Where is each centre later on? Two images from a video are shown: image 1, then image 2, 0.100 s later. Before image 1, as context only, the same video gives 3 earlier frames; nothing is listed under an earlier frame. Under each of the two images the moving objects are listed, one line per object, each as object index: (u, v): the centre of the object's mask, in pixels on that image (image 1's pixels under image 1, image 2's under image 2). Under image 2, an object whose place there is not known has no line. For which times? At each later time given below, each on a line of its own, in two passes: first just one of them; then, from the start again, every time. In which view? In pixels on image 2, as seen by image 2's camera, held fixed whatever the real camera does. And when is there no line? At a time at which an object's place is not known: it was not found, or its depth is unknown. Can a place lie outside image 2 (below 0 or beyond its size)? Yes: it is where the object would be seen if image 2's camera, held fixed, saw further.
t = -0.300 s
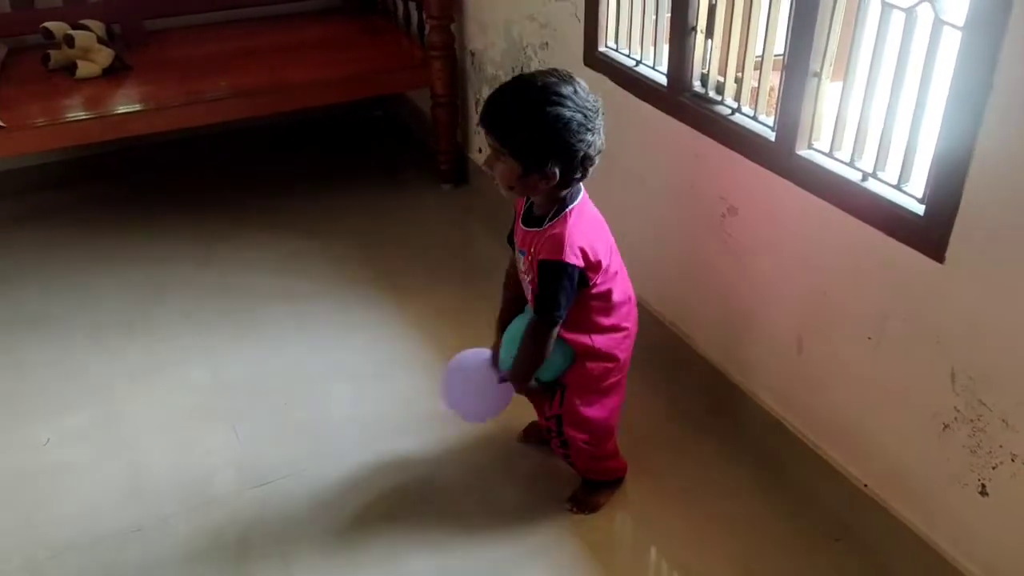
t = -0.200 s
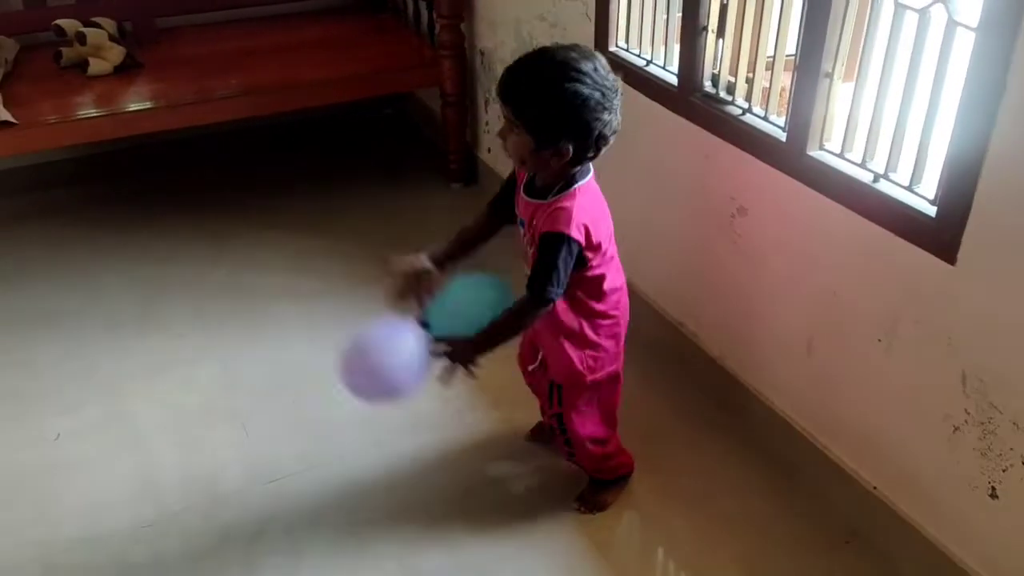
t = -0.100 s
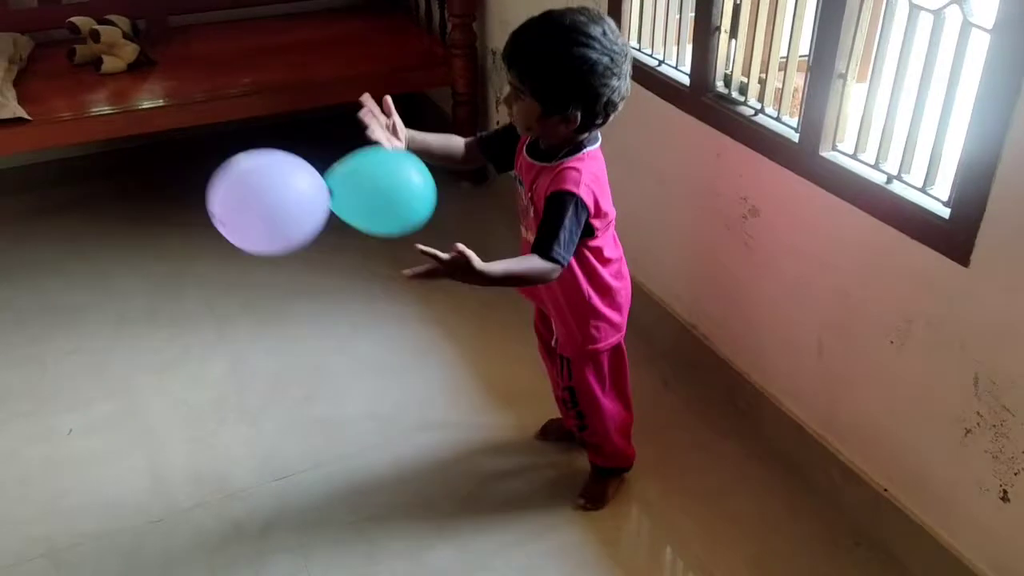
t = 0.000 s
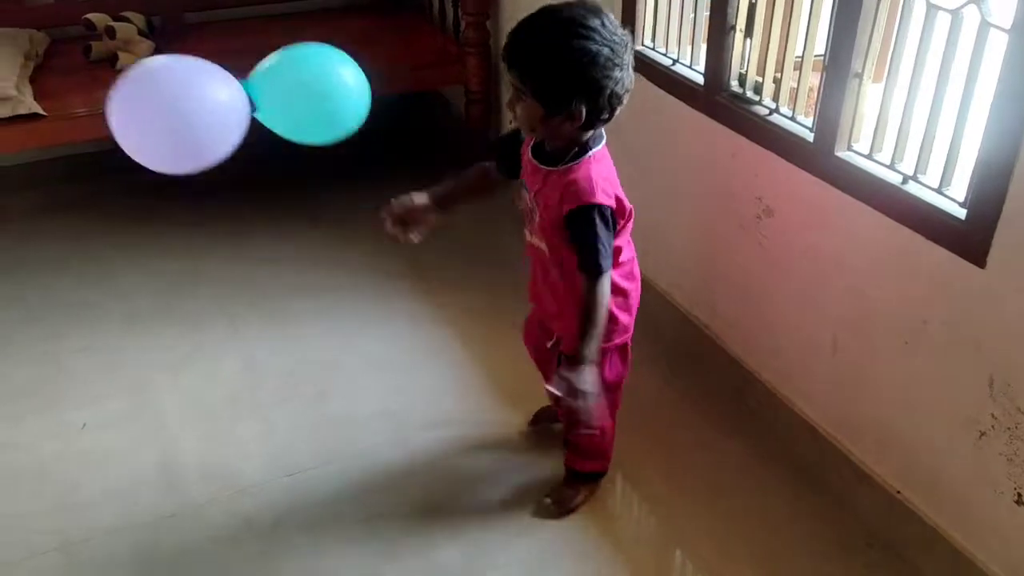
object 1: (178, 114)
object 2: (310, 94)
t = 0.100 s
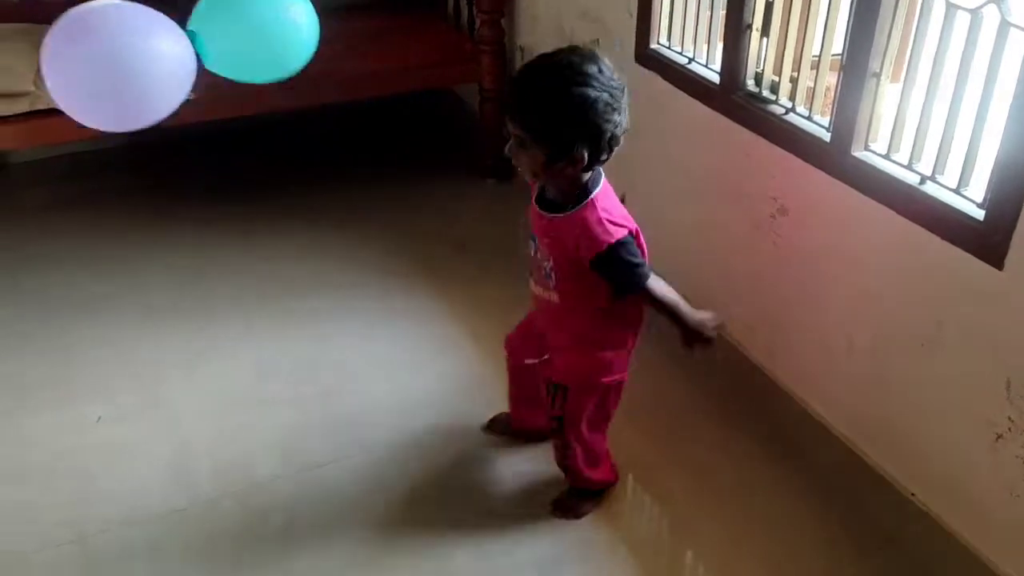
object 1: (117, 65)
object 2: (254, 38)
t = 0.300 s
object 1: (25, 77)
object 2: (136, 26)
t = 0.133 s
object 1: (96, 60)
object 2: (232, 31)
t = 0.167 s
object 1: (77, 59)
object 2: (212, 26)
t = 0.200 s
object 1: (59, 60)
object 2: (190, 24)
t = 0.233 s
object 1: (47, 64)
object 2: (171, 23)
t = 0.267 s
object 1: (35, 69)
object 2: (153, 24)
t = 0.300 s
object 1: (25, 77)
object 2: (136, 26)
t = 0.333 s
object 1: (15, 90)
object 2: (120, 29)
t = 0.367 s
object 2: (105, 34)
